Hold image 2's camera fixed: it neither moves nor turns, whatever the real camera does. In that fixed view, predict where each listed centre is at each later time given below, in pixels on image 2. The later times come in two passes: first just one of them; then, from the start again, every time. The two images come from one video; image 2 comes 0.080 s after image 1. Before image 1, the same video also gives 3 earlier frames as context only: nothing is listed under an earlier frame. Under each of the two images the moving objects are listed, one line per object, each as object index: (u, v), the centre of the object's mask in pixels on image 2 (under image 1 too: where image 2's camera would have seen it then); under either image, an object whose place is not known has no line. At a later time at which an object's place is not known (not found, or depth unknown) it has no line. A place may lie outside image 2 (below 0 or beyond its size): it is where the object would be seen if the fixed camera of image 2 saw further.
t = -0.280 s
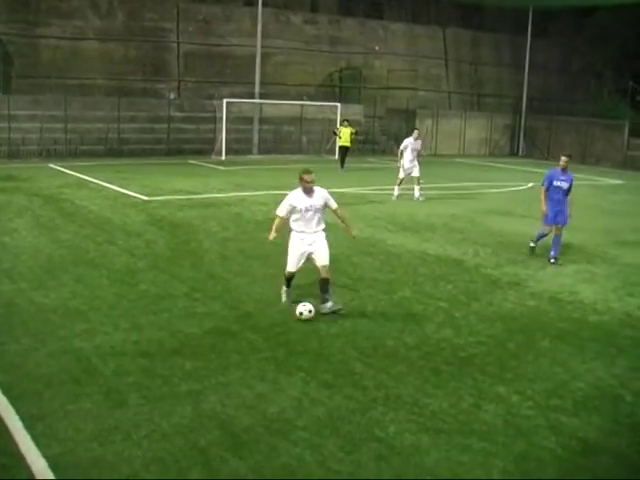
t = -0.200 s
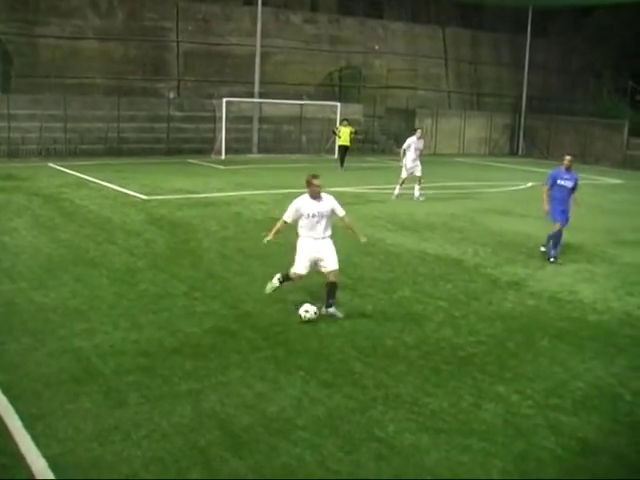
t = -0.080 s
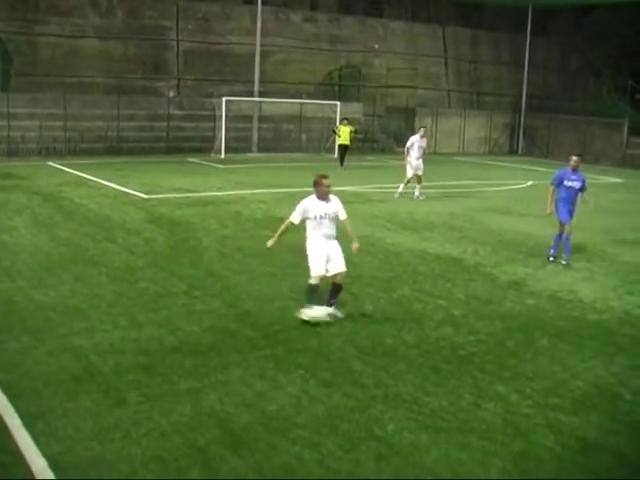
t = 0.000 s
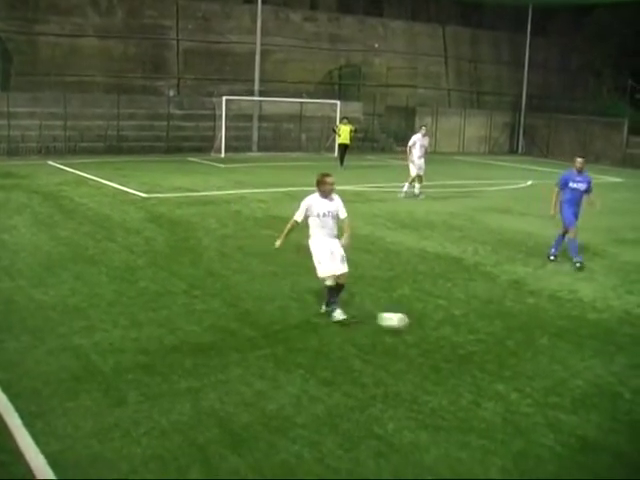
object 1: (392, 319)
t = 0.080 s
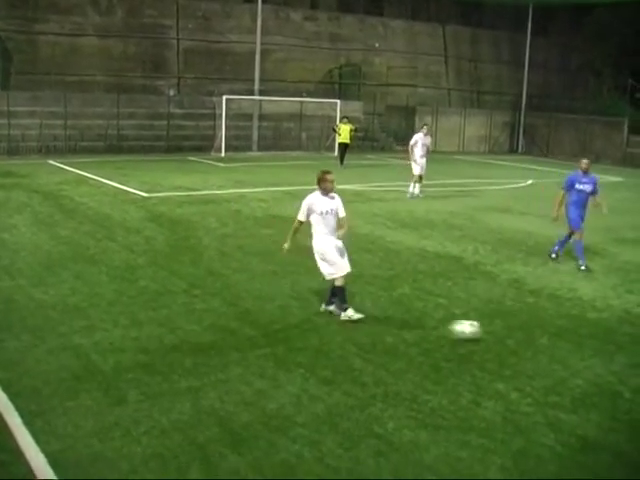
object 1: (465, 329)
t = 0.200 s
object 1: (572, 341)
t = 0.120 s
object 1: (501, 332)
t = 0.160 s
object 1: (537, 336)
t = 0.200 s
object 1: (572, 341)
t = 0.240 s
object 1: (606, 344)
